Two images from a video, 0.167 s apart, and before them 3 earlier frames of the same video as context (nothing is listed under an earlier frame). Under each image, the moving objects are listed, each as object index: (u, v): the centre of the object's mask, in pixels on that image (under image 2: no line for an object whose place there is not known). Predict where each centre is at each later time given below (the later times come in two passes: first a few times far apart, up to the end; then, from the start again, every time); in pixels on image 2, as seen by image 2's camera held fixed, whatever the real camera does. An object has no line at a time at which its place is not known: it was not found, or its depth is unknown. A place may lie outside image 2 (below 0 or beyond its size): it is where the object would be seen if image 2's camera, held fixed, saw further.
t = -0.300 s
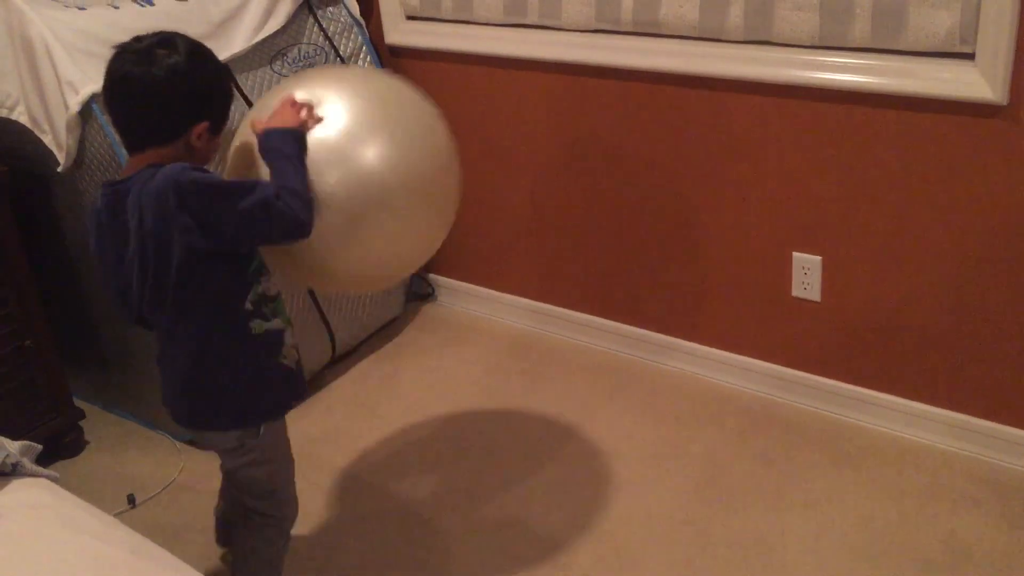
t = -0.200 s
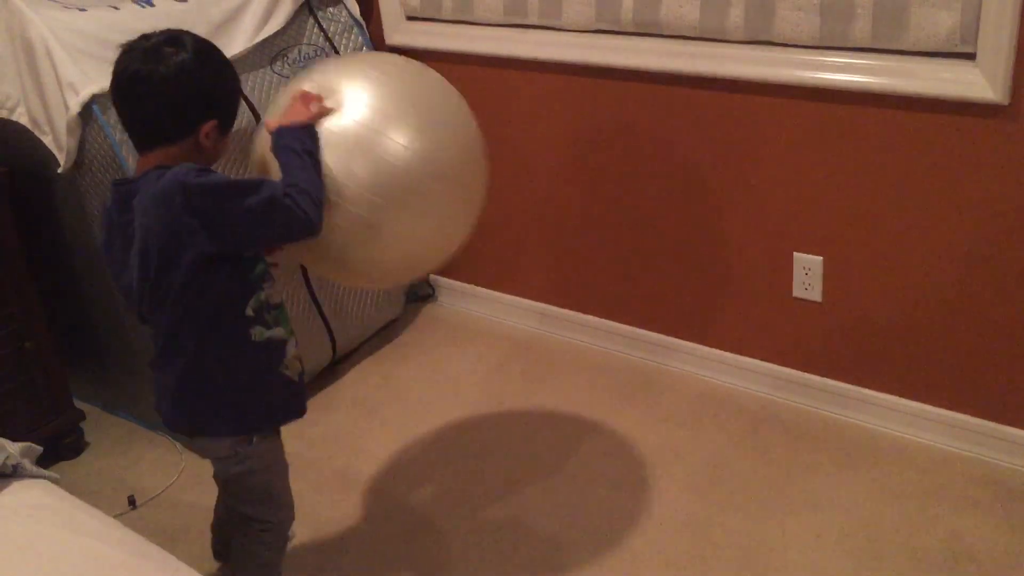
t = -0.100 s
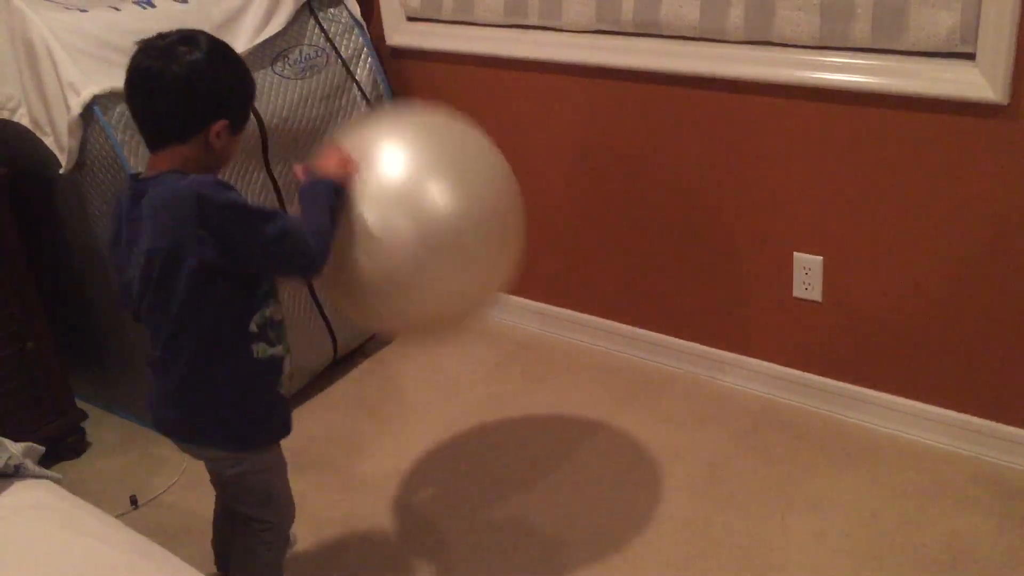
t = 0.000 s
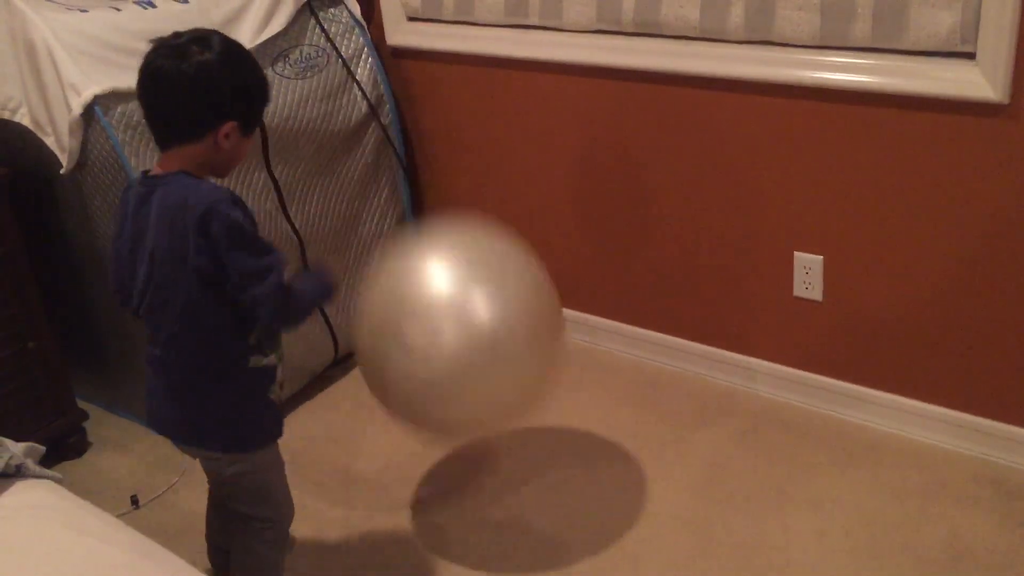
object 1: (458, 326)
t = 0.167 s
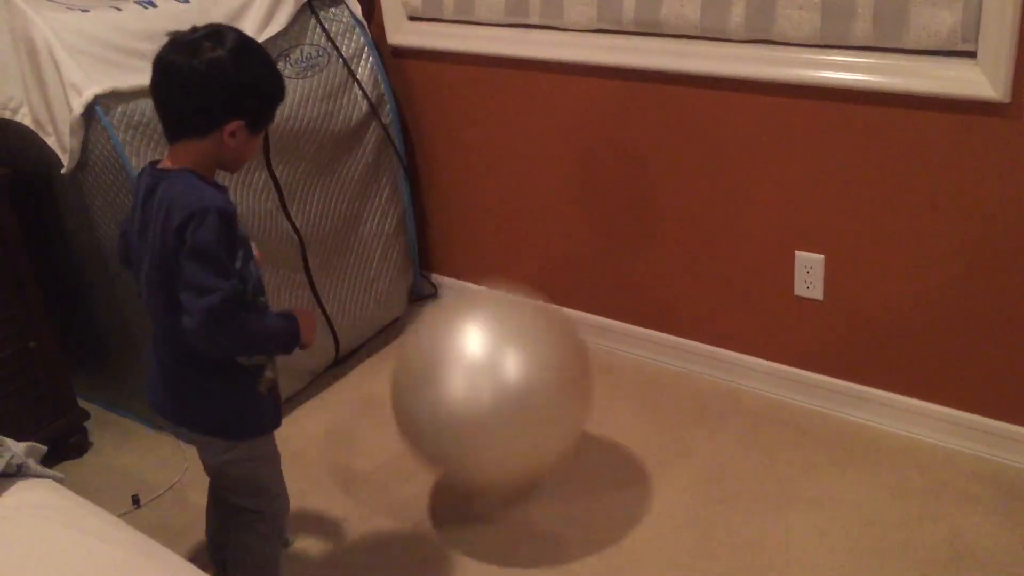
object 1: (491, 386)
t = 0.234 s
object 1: (483, 322)
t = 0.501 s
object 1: (469, 225)
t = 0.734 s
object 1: (486, 376)
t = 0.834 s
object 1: (493, 443)
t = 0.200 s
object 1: (487, 352)
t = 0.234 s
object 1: (483, 322)
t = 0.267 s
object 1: (479, 295)
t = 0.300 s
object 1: (476, 271)
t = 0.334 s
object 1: (474, 253)
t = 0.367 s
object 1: (472, 239)
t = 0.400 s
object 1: (470, 229)
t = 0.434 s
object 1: (469, 223)
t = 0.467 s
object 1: (469, 222)
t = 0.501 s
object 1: (469, 225)
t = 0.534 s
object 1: (470, 233)
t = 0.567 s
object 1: (471, 244)
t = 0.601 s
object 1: (473, 262)
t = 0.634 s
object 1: (476, 284)
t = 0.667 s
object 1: (478, 310)
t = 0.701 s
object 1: (482, 340)
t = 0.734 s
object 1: (486, 376)
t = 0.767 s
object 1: (491, 418)
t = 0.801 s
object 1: (496, 459)
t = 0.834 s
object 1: (493, 443)
